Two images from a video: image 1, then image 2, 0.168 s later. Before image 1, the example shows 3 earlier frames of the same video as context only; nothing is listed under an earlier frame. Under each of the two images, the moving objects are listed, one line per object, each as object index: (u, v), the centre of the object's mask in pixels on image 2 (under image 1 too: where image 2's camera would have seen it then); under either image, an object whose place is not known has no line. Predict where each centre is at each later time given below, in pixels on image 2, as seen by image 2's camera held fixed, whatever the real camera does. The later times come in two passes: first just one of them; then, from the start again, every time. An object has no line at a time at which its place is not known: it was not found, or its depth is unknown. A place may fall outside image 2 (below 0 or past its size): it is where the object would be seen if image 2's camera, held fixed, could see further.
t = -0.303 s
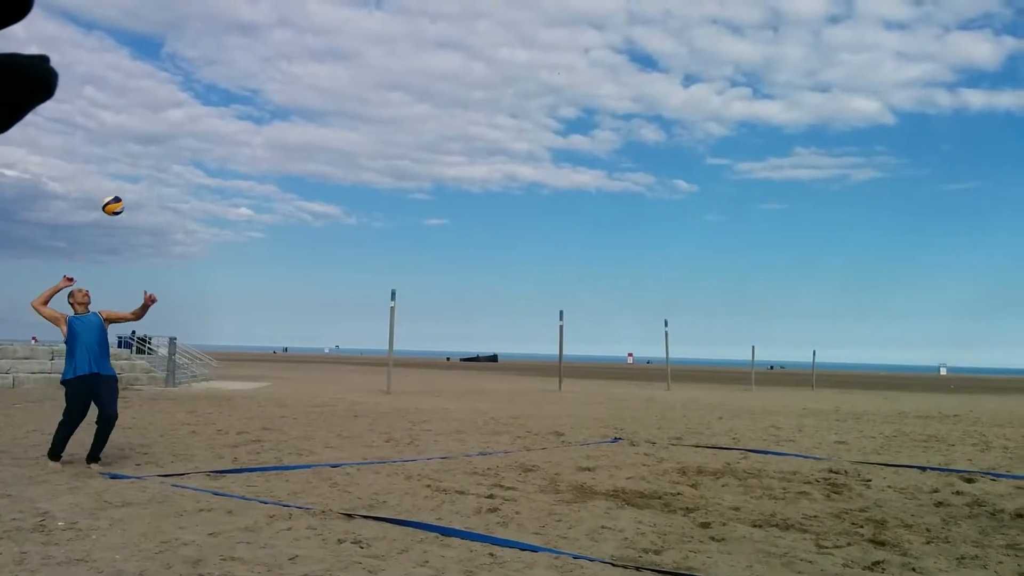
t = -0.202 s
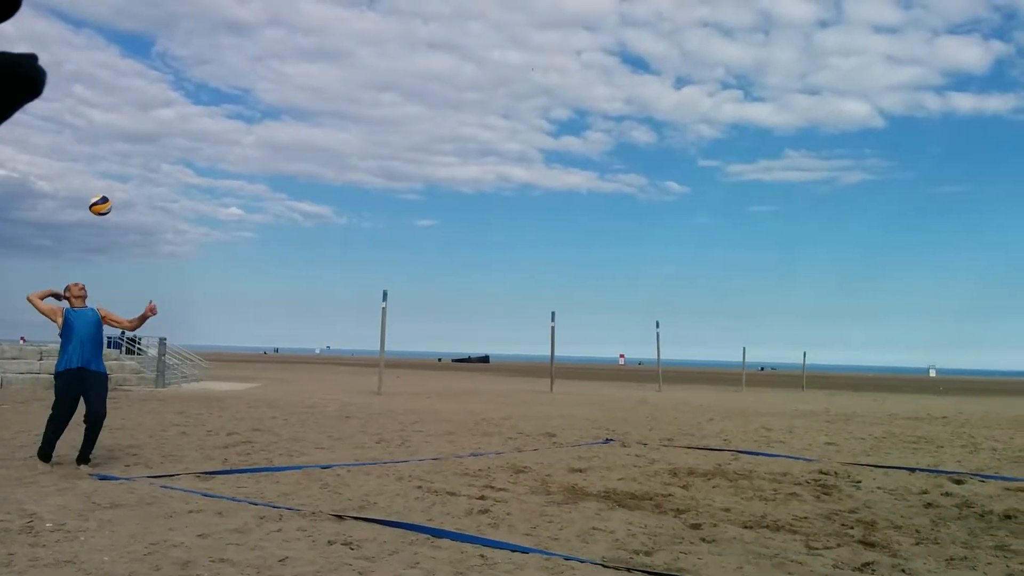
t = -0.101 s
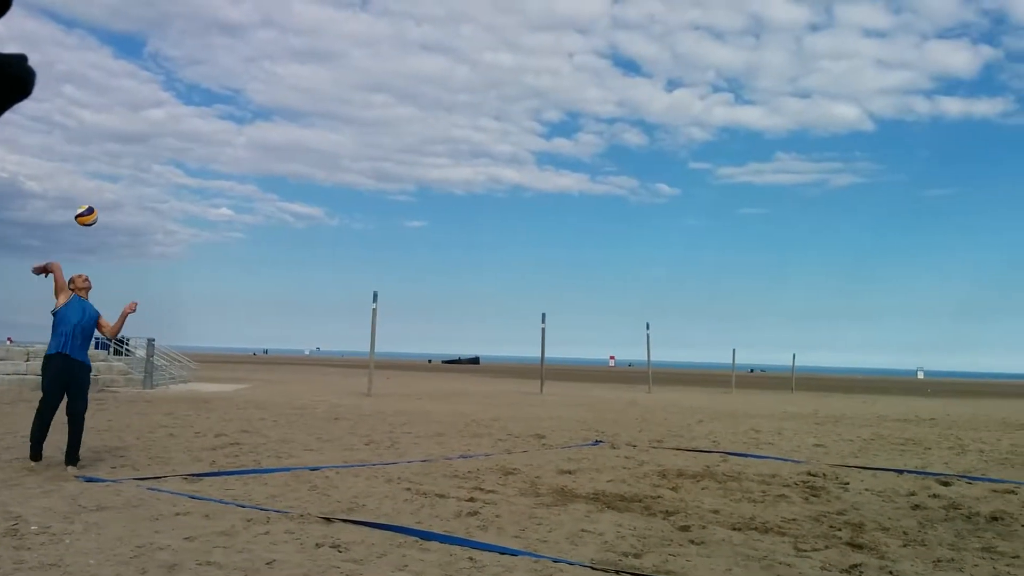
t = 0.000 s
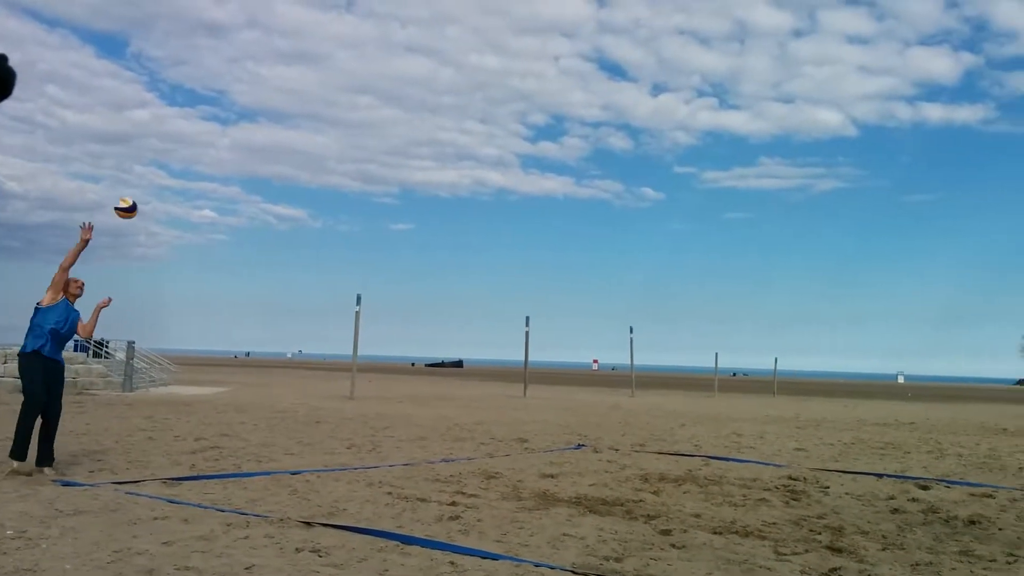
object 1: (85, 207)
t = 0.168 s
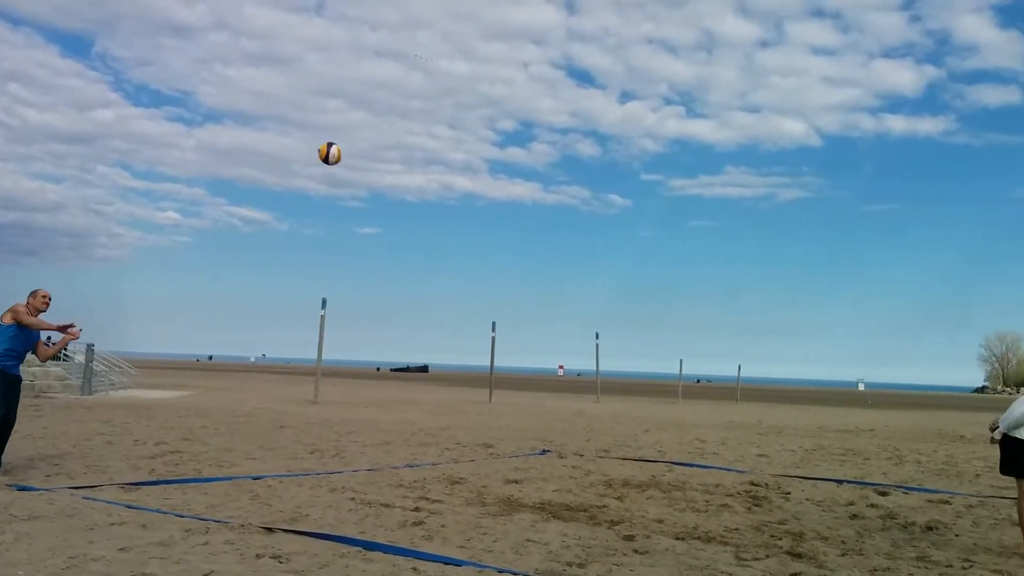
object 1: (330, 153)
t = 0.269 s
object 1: (488, 126)
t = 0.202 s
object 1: (382, 144)
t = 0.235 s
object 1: (434, 135)
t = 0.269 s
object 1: (488, 126)
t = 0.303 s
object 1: (543, 119)
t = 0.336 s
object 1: (600, 112)
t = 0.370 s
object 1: (659, 105)
